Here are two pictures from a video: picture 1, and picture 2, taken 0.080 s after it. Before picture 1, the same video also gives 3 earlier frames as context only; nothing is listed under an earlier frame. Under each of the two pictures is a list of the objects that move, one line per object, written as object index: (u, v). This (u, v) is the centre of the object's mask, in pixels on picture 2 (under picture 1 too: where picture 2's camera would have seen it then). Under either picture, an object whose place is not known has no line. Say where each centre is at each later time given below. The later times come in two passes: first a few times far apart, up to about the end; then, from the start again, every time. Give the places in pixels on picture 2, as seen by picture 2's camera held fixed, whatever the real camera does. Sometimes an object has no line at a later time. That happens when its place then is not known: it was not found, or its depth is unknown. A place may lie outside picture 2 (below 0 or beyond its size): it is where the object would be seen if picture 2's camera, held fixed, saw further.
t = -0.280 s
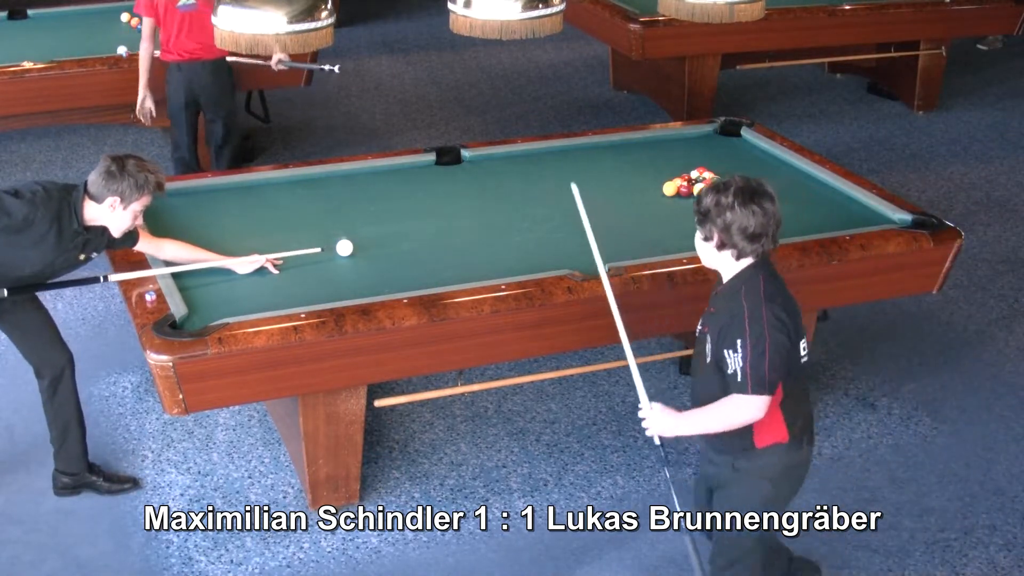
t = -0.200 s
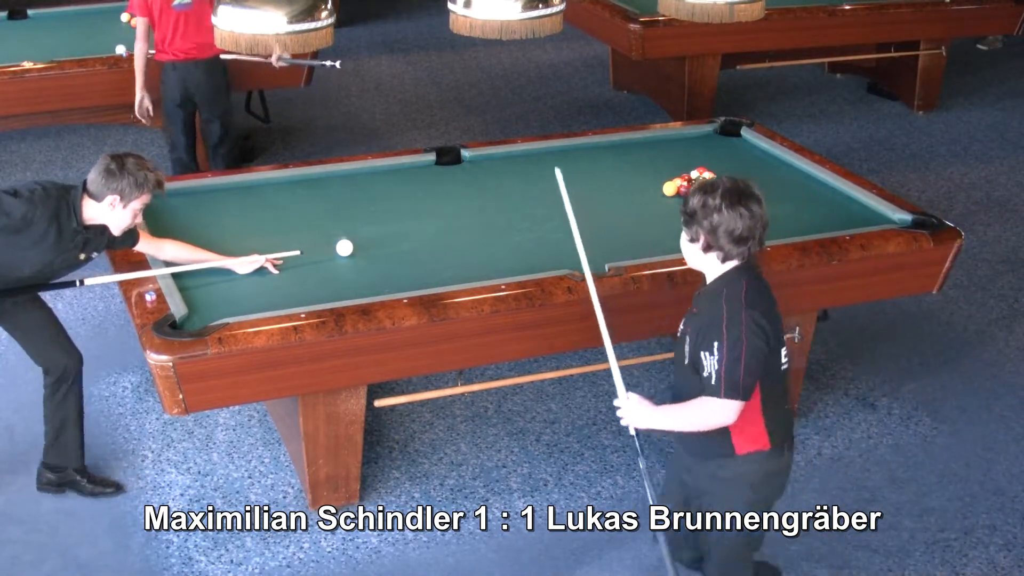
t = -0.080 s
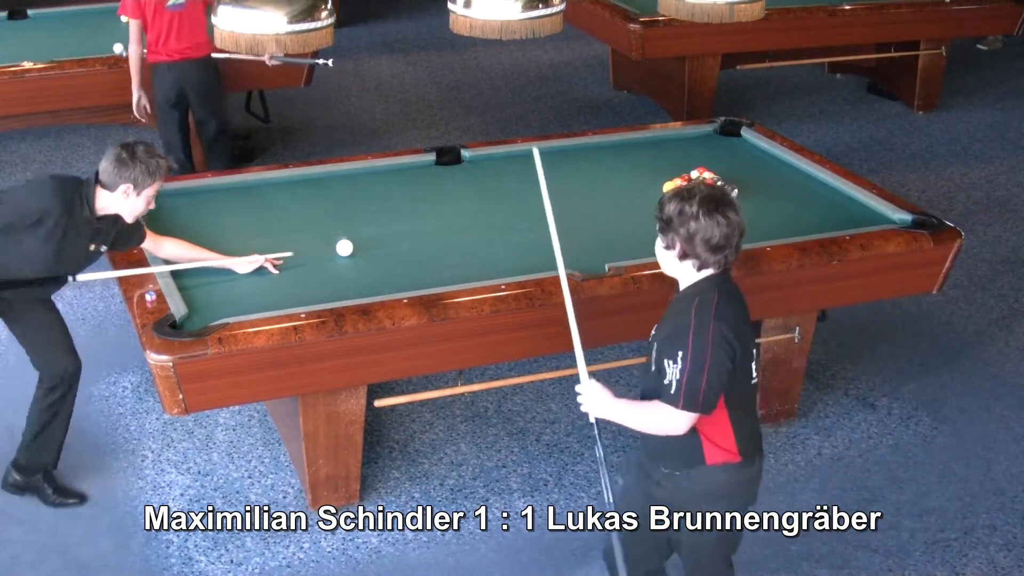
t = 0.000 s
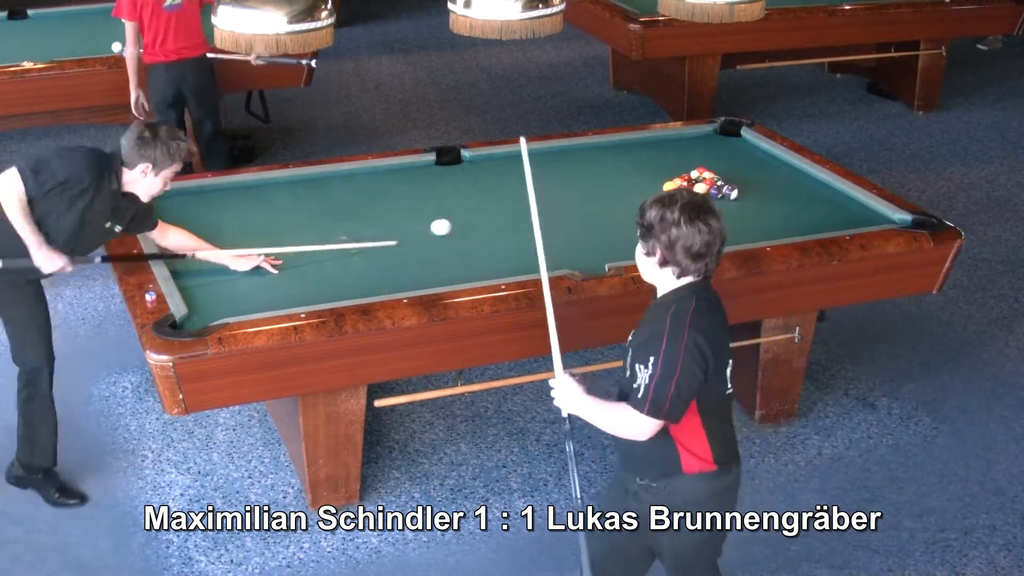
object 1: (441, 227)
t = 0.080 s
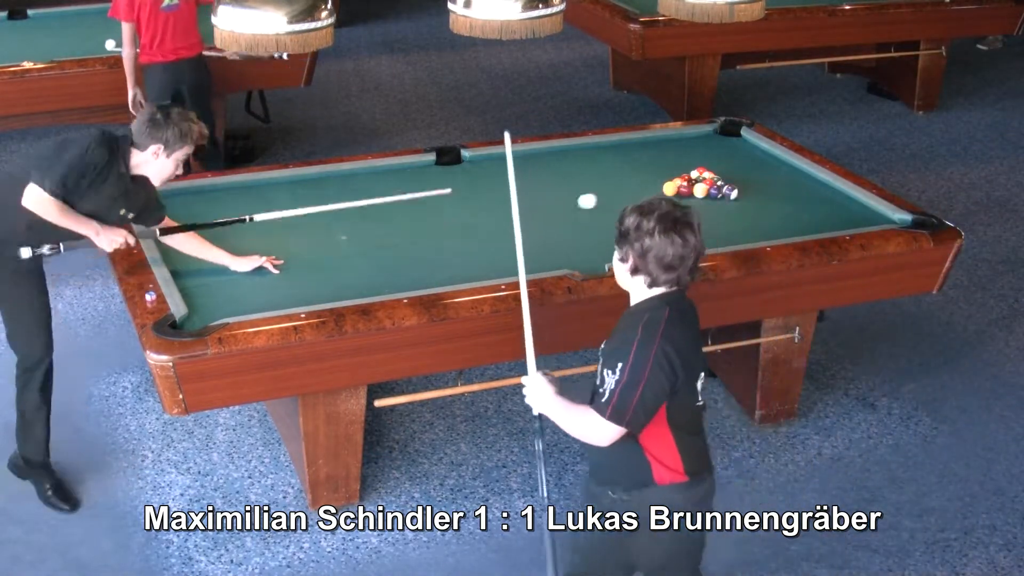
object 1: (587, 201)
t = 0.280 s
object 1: (605, 181)
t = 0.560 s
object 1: (547, 167)
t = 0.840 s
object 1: (505, 155)
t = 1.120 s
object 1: (501, 163)
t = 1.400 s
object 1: (499, 172)
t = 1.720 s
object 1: (496, 182)
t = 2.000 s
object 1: (494, 190)
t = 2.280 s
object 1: (491, 198)
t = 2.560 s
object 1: (489, 206)
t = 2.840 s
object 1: (486, 213)
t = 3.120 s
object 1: (484, 219)
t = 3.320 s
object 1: (483, 224)
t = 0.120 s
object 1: (653, 190)
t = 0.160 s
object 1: (644, 185)
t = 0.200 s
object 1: (630, 183)
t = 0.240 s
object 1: (617, 182)
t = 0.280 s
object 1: (605, 181)
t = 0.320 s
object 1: (594, 179)
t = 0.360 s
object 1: (584, 177)
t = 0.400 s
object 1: (575, 175)
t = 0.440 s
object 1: (567, 173)
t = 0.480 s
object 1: (560, 171)
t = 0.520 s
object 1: (553, 170)
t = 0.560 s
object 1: (547, 167)
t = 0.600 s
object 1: (541, 166)
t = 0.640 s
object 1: (535, 164)
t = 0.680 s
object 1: (528, 162)
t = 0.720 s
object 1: (522, 160)
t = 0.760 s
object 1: (516, 158)
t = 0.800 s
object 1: (510, 157)
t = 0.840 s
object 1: (505, 155)
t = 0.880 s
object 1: (504, 156)
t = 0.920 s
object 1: (503, 157)
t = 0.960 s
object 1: (503, 159)
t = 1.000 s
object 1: (503, 160)
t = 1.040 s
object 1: (502, 161)
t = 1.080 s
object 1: (502, 162)
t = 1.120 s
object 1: (501, 163)
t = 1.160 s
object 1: (501, 163)
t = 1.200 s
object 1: (501, 166)
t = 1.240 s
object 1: (501, 167)
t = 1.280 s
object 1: (500, 169)
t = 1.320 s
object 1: (500, 170)
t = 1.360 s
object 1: (500, 171)
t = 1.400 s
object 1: (499, 172)
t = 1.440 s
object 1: (499, 174)
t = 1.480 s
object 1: (498, 175)
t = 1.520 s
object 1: (498, 176)
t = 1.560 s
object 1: (498, 177)
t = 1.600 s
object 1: (498, 178)
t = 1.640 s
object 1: (497, 179)
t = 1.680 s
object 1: (497, 181)
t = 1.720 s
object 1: (496, 182)
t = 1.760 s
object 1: (496, 183)
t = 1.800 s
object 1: (496, 184)
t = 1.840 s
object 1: (495, 186)
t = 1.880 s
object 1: (495, 187)
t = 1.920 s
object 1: (495, 188)
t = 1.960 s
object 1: (494, 189)
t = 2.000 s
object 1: (494, 190)
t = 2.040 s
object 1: (493, 191)
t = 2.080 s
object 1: (493, 193)
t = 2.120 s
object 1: (493, 194)
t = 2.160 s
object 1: (492, 195)
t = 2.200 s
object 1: (492, 196)
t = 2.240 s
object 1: (492, 197)
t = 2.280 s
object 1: (491, 198)
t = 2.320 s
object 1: (491, 199)
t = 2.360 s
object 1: (490, 200)
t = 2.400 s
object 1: (490, 201)
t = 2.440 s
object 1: (490, 202)
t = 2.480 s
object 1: (489, 204)
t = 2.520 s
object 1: (489, 204)
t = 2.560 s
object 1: (489, 206)
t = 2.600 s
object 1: (488, 207)
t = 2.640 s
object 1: (488, 208)
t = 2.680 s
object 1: (488, 209)
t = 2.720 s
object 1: (487, 210)
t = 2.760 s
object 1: (487, 211)
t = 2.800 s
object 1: (487, 212)
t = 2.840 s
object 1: (486, 213)
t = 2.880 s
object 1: (486, 213)
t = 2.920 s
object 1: (486, 214)
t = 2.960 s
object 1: (485, 215)
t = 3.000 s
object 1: (485, 216)
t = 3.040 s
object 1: (485, 217)
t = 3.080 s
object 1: (485, 218)
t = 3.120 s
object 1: (484, 219)
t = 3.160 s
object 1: (484, 220)
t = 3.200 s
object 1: (484, 221)
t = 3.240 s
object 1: (483, 222)
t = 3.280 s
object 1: (483, 223)
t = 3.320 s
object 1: (483, 224)
